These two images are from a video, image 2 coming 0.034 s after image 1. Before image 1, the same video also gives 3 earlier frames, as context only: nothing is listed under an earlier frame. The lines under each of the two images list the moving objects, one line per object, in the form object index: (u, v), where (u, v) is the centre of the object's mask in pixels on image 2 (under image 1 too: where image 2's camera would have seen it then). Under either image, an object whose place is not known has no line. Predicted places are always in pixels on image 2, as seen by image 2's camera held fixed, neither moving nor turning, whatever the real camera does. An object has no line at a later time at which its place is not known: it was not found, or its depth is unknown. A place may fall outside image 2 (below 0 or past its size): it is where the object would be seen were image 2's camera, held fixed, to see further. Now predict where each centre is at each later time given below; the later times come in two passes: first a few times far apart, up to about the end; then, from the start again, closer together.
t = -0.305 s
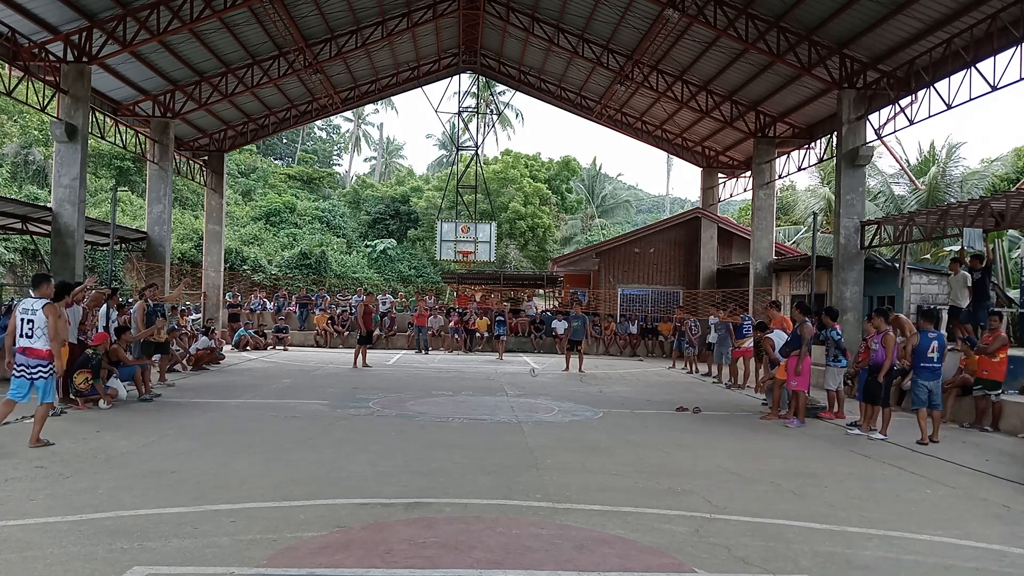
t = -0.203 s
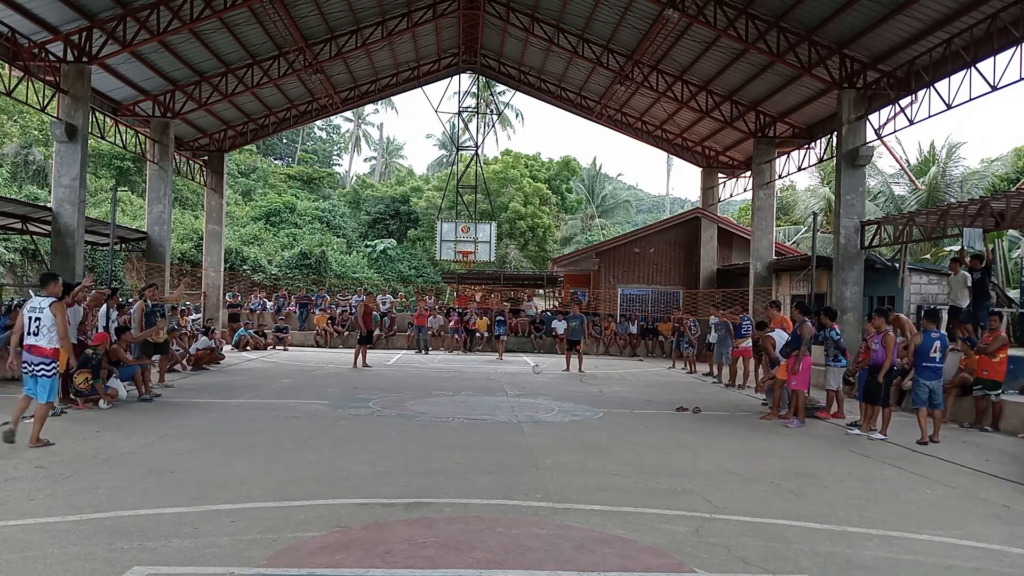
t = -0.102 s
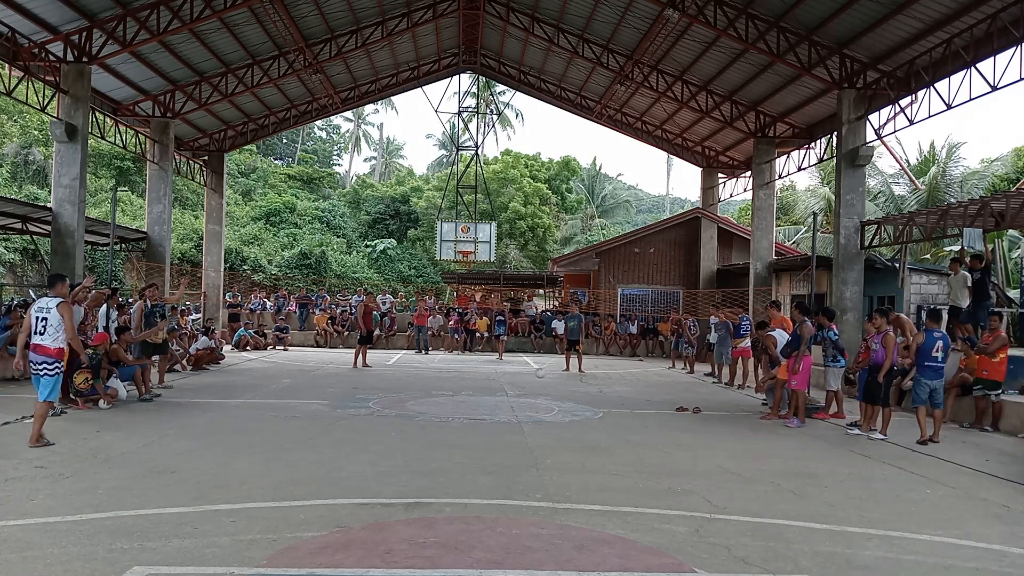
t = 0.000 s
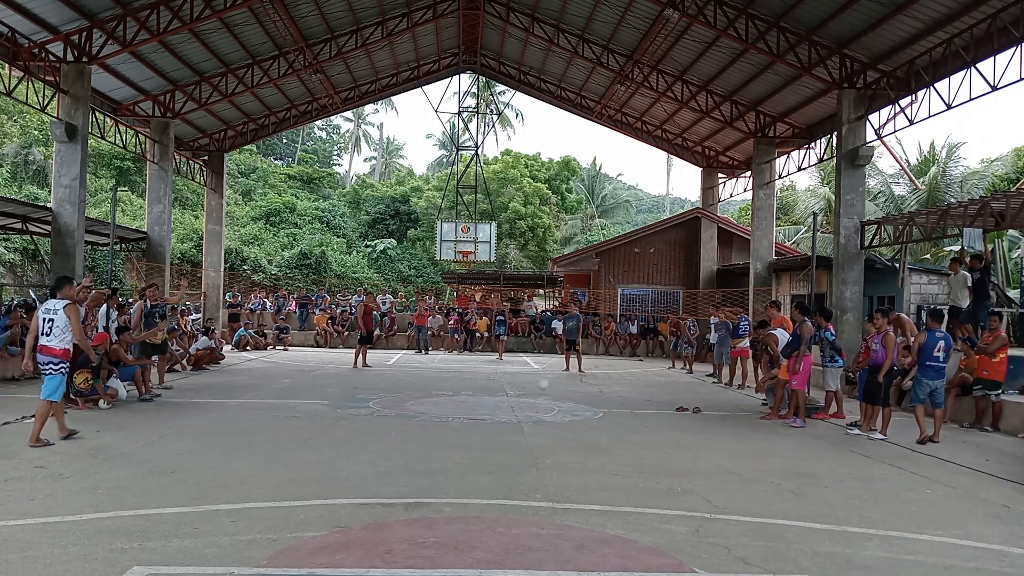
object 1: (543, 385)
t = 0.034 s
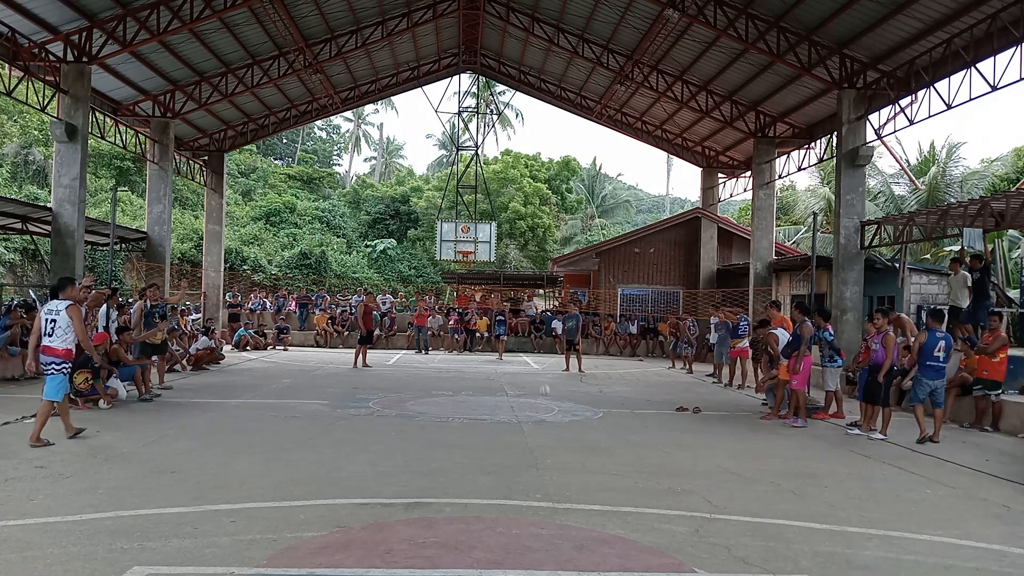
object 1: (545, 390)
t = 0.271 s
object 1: (553, 397)
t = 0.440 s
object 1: (560, 396)
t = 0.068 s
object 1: (546, 396)
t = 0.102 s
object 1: (547, 404)
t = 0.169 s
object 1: (549, 408)
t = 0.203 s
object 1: (550, 403)
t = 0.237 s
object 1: (551, 400)
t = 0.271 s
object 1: (553, 397)
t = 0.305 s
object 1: (554, 395)
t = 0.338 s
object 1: (556, 394)
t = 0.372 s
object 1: (557, 393)
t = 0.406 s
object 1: (558, 394)
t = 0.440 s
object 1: (560, 396)
